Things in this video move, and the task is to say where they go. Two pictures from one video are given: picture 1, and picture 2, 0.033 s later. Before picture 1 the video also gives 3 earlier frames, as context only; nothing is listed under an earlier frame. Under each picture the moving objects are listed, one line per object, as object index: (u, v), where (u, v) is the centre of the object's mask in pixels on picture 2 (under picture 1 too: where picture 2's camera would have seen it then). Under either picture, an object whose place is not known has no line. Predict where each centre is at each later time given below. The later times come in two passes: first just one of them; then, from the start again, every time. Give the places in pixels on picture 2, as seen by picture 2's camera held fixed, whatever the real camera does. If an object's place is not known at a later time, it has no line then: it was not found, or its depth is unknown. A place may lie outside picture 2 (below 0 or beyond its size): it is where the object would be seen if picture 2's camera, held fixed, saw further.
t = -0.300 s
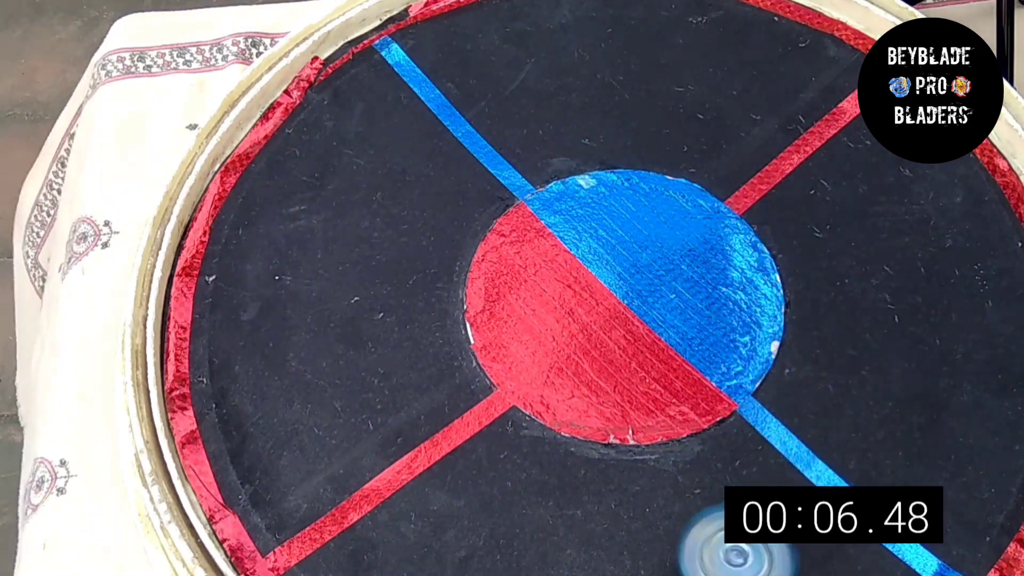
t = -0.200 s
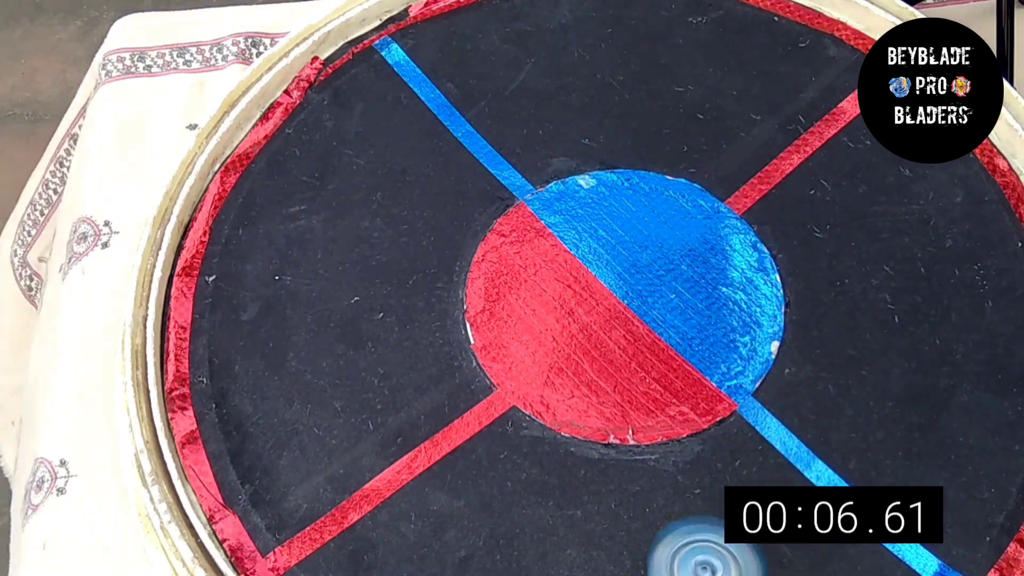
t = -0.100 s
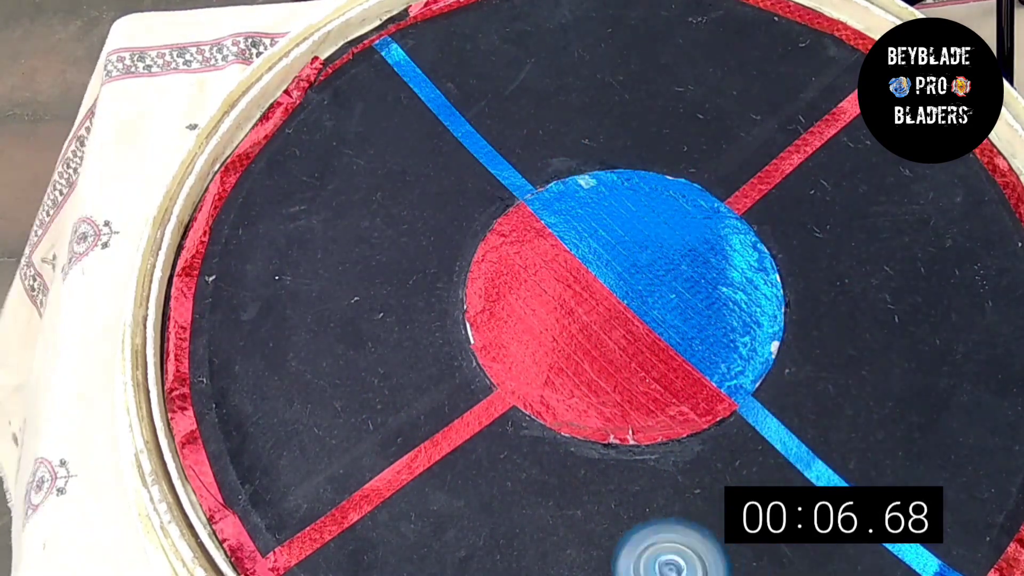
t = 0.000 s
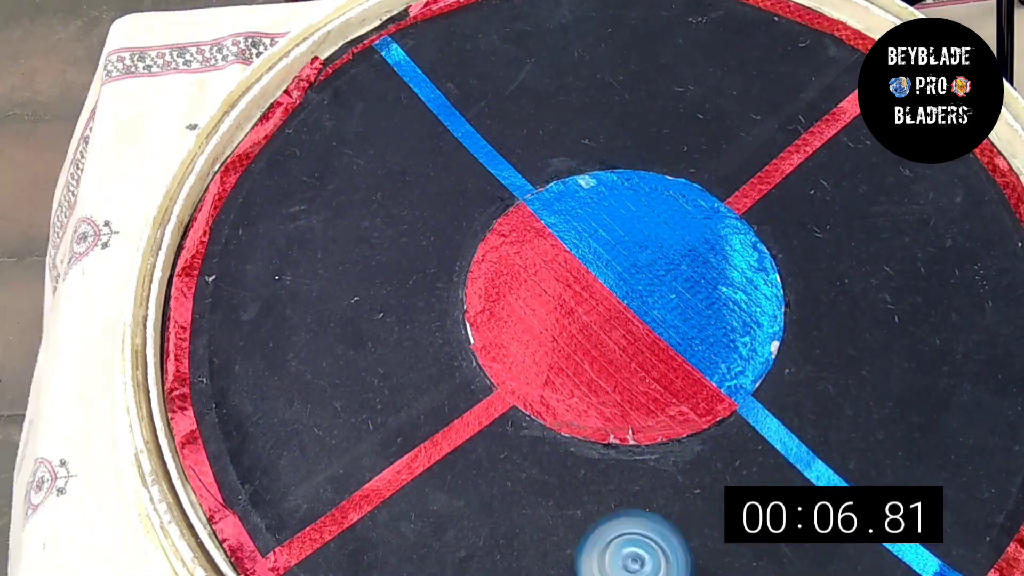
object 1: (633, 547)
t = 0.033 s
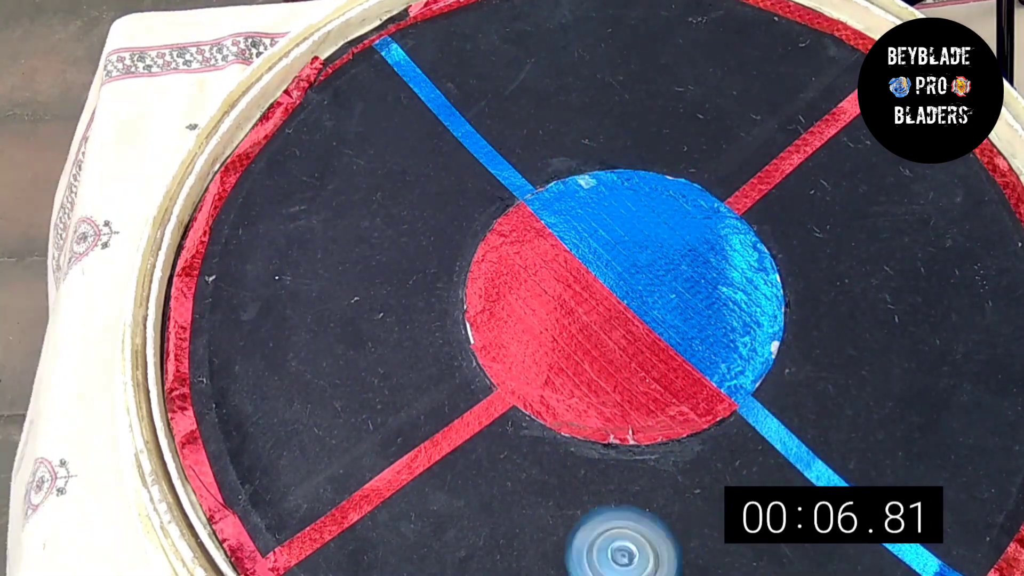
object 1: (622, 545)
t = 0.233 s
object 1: (560, 513)
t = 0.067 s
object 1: (613, 542)
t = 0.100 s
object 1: (602, 538)
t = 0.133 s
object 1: (591, 535)
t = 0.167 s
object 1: (580, 529)
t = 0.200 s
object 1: (570, 523)
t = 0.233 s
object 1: (560, 513)
